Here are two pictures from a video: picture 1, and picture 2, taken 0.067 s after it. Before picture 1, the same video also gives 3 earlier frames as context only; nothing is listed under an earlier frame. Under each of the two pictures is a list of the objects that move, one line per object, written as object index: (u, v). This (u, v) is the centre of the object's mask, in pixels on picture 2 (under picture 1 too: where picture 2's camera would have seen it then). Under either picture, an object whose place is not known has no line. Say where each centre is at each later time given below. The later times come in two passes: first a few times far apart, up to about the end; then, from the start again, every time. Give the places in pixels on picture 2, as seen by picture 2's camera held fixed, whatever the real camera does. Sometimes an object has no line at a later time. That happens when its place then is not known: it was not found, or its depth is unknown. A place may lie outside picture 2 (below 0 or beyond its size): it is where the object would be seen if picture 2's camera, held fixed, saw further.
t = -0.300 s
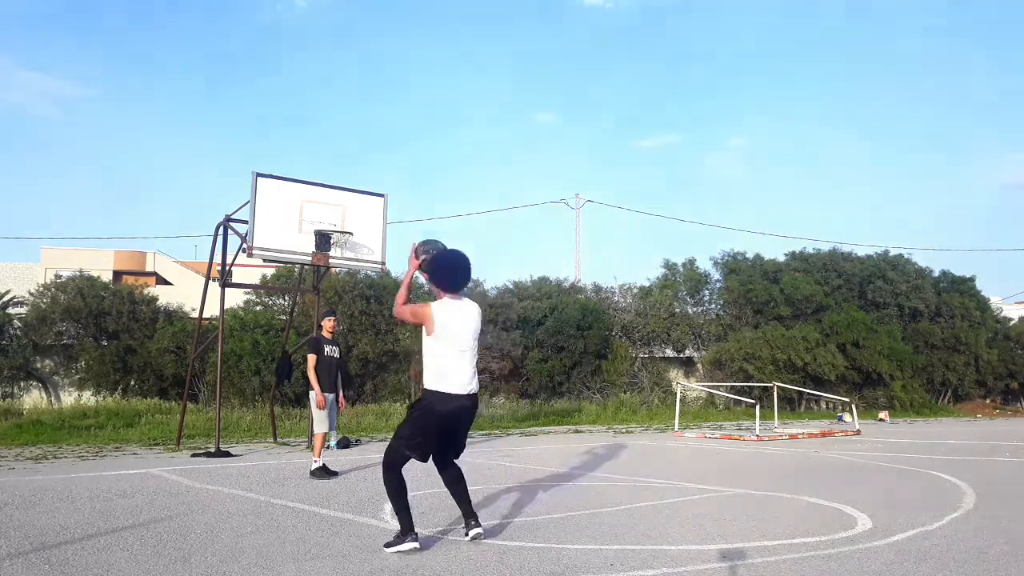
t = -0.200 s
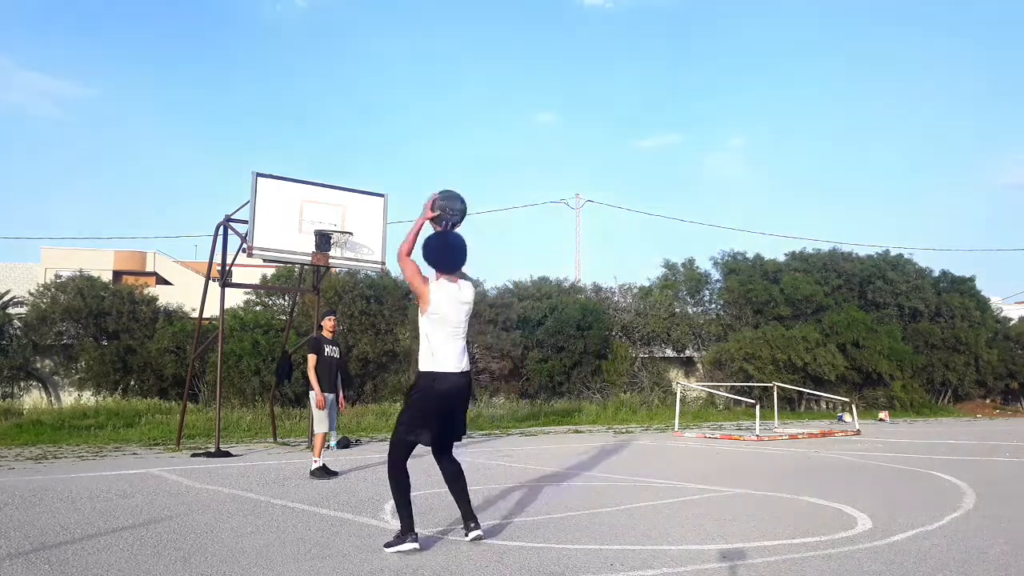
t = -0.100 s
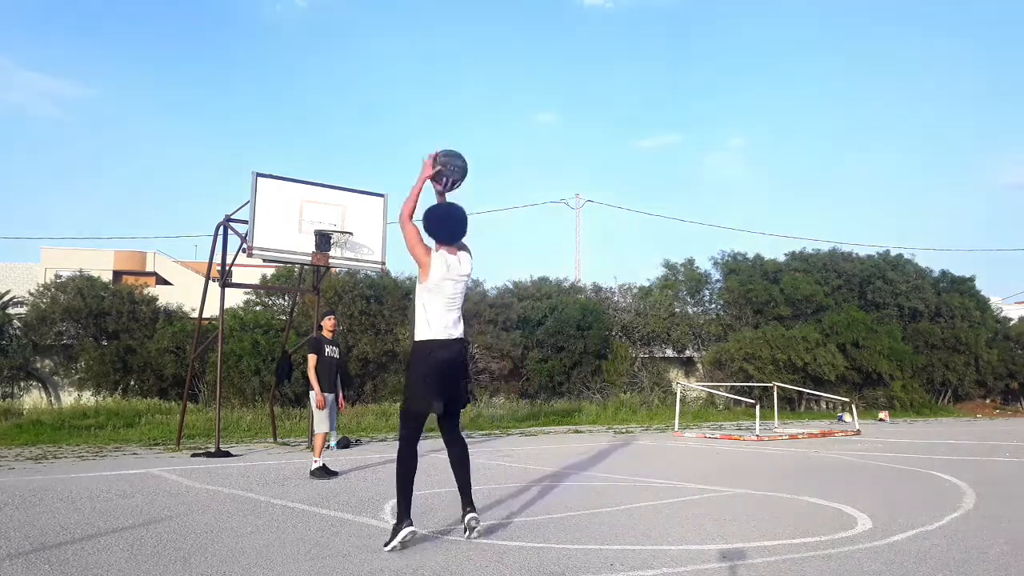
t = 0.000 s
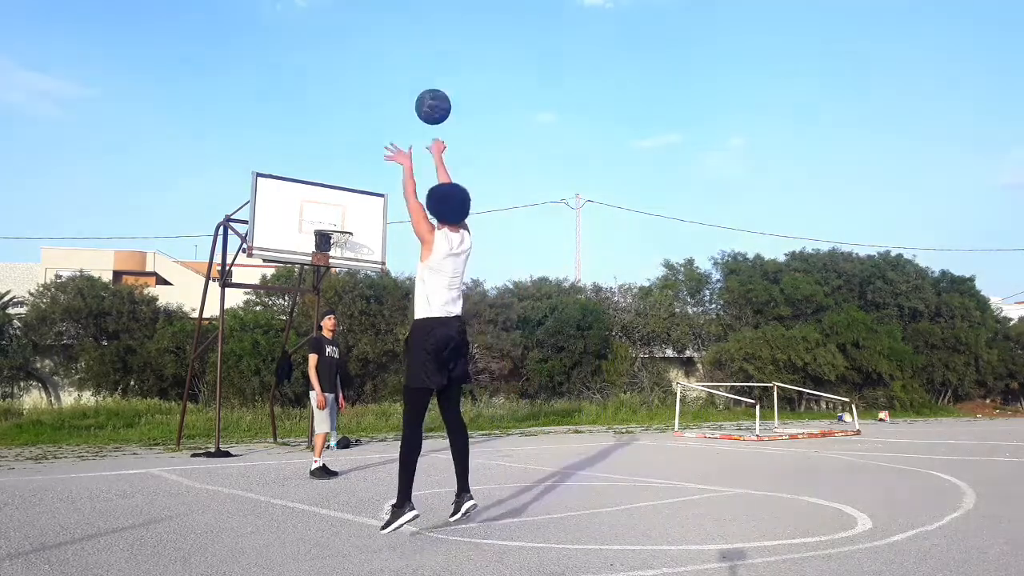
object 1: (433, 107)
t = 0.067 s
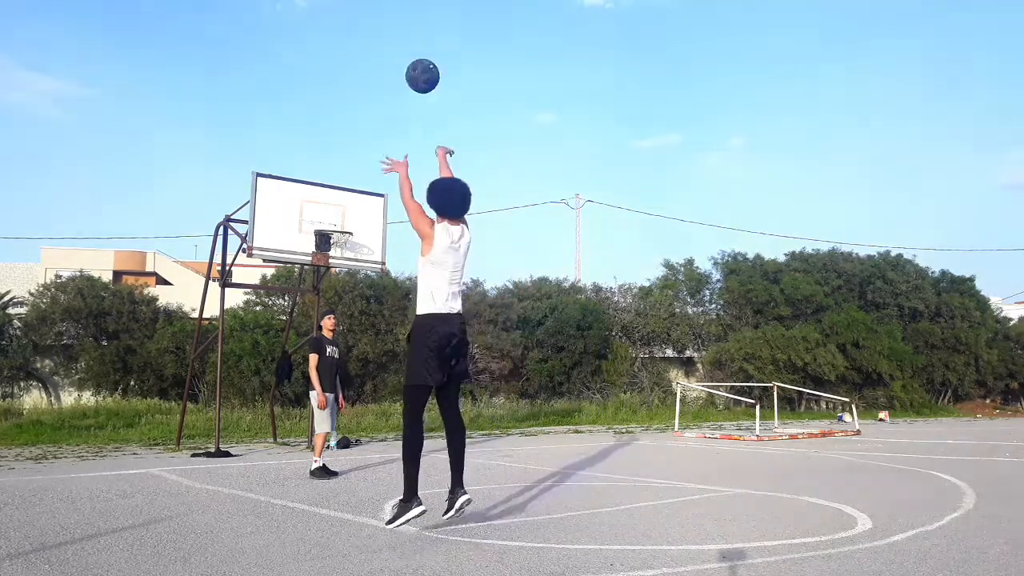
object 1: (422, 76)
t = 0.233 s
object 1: (400, 33)
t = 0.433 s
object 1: (378, 31)
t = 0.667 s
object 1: (358, 71)
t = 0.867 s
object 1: (343, 133)
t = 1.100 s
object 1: (327, 227)
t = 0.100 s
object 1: (417, 64)
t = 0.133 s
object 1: (413, 54)
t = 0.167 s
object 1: (408, 45)
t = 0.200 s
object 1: (404, 39)
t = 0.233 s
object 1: (400, 33)
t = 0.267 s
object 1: (396, 30)
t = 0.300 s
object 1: (392, 28)
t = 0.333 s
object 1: (388, 27)
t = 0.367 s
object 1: (385, 27)
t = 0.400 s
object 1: (382, 28)
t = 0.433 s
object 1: (378, 31)
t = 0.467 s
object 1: (375, 34)
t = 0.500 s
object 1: (372, 38)
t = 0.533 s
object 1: (369, 43)
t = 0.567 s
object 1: (367, 49)
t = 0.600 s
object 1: (364, 55)
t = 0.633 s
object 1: (361, 63)
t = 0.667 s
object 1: (358, 71)
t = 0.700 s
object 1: (356, 80)
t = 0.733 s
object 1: (353, 89)
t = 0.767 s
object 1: (350, 99)
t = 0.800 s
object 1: (348, 110)
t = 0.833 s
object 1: (345, 121)
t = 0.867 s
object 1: (343, 133)
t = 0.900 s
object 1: (340, 145)
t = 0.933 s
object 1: (338, 158)
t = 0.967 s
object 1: (336, 171)
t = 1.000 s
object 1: (333, 185)
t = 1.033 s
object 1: (331, 199)
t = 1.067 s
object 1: (329, 213)
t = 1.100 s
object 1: (327, 227)
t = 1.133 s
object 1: (328, 243)
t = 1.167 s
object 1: (327, 257)
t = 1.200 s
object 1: (335, 266)
